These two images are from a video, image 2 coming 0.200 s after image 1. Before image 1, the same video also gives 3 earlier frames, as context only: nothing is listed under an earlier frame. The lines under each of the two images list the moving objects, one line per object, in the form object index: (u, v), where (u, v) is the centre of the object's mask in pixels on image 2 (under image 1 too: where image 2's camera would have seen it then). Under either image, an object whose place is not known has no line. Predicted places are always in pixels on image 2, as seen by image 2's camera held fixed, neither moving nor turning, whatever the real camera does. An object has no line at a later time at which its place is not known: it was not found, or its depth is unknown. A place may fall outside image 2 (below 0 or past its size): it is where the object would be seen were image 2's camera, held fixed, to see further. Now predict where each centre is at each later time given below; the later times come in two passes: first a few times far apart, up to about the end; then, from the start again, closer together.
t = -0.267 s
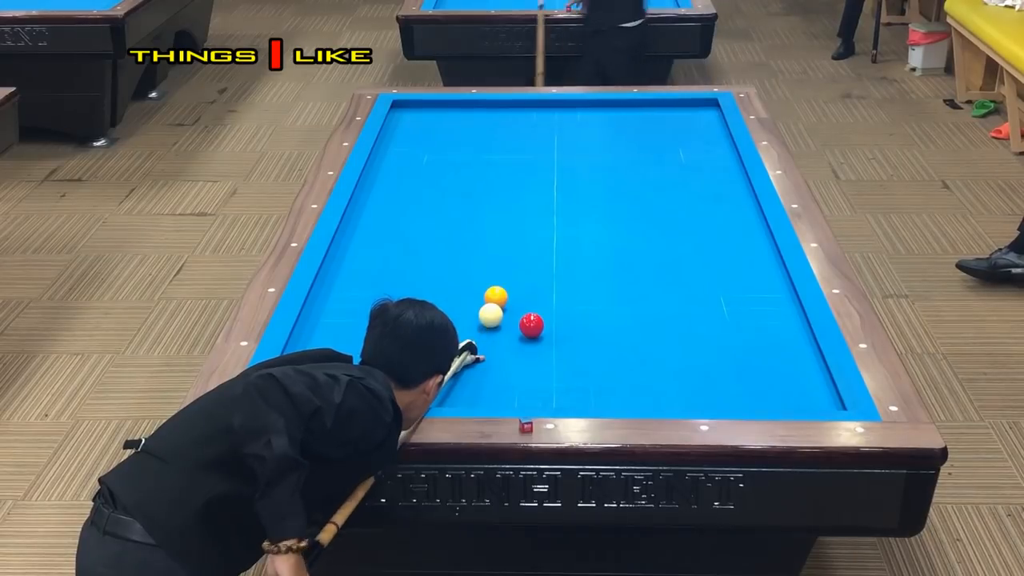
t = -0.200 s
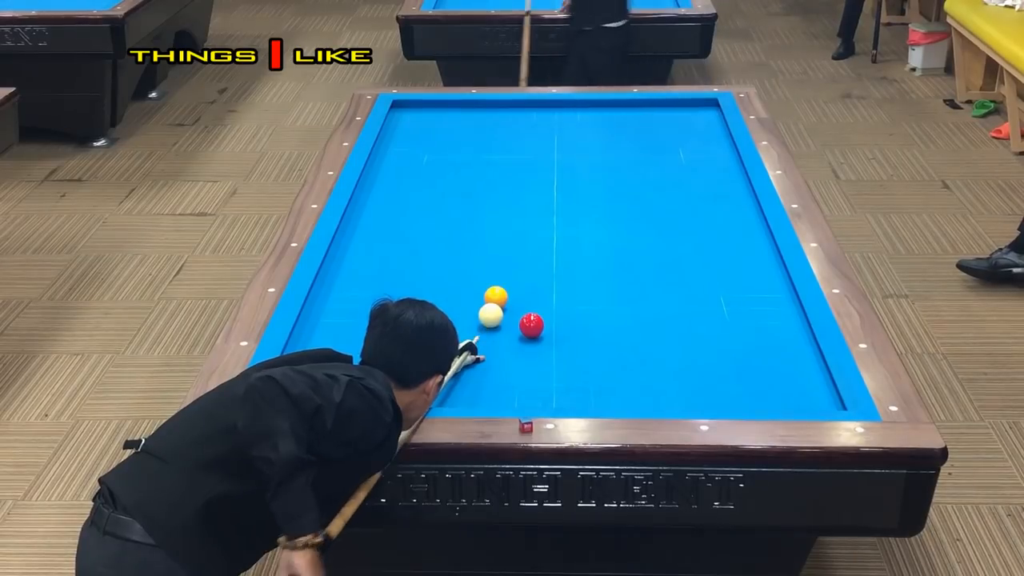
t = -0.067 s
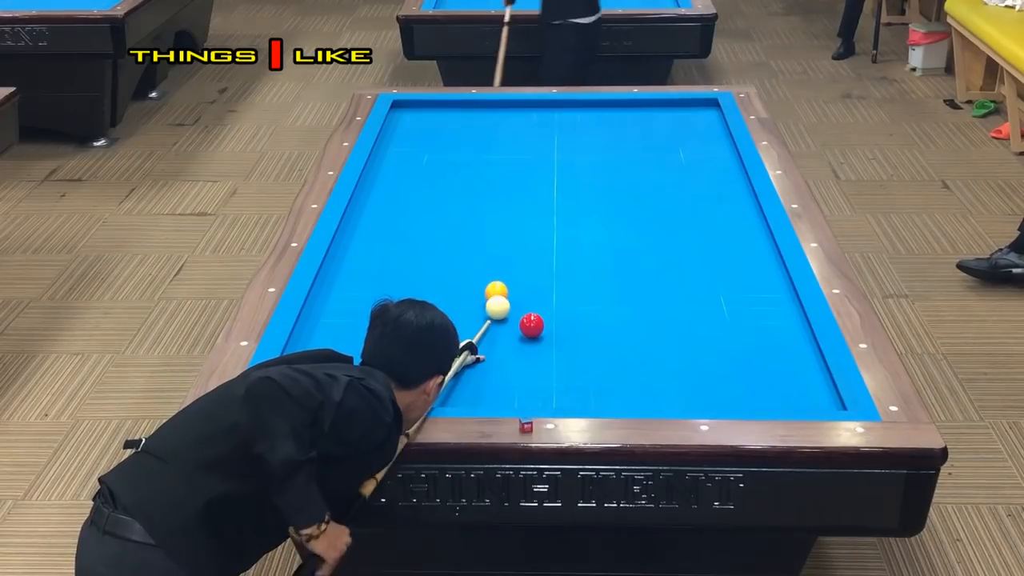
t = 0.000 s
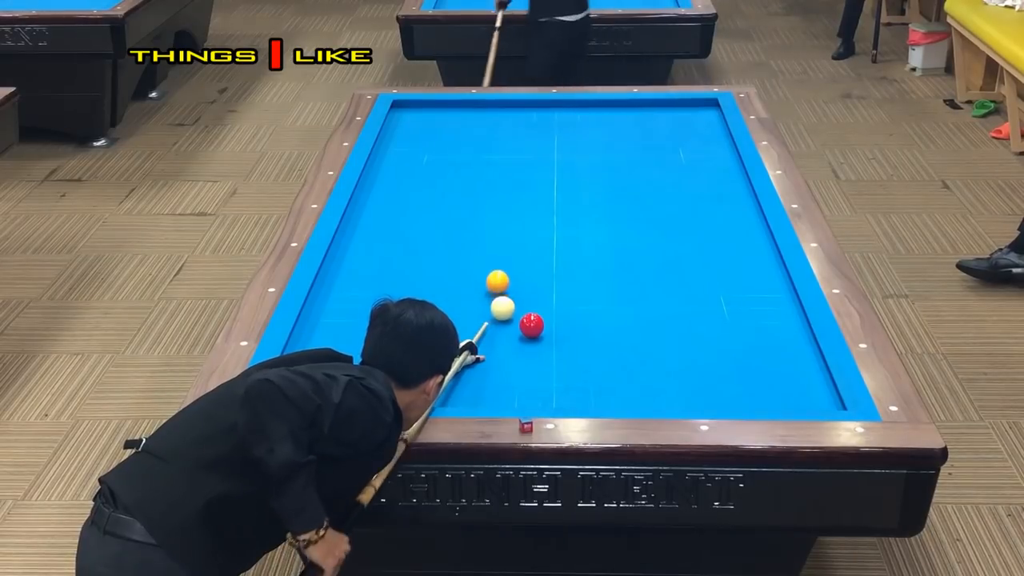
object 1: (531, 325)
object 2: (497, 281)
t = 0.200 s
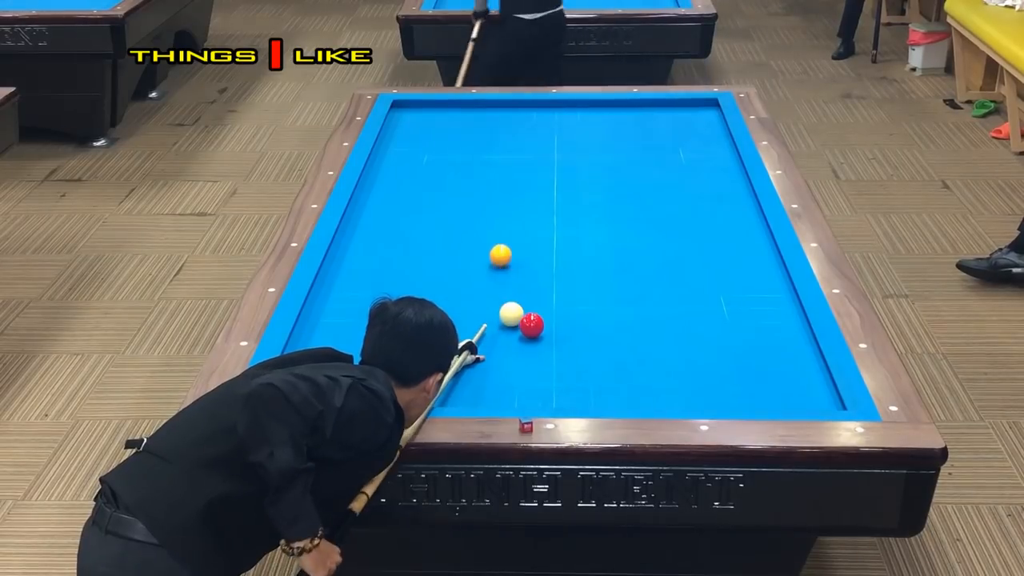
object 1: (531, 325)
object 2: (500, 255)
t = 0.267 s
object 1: (532, 325)
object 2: (501, 247)
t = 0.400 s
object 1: (535, 327)
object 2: (503, 232)
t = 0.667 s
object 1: (542, 331)
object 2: (506, 204)
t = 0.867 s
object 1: (547, 334)
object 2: (508, 186)
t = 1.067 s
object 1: (552, 337)
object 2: (510, 169)
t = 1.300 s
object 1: (557, 340)
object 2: (512, 150)
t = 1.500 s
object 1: (561, 342)
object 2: (514, 136)
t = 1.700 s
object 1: (563, 344)
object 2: (516, 123)
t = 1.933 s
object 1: (566, 346)
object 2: (518, 109)
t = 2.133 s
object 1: (568, 347)
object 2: (519, 107)
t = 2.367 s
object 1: (571, 348)
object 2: (519, 115)
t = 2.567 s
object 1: (571, 348)
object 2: (519, 122)
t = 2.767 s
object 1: (572, 348)
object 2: (519, 129)
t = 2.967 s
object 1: (572, 349)
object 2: (519, 136)
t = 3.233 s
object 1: (572, 348)
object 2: (520, 145)
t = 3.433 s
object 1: (572, 348)
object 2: (520, 153)
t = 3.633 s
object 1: (572, 349)
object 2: (520, 160)
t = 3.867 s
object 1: (572, 349)
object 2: (521, 168)
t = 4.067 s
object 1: (572, 348)
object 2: (521, 176)
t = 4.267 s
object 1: (572, 348)
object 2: (522, 183)
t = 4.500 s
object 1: (572, 348)
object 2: (522, 192)
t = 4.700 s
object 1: (572, 348)
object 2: (522, 200)
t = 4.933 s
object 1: (572, 348)
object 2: (523, 208)
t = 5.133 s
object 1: (572, 348)
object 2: (523, 216)
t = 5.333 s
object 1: (572, 348)
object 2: (524, 224)
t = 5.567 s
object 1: (572, 348)
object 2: (524, 233)
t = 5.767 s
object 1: (572, 349)
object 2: (525, 240)
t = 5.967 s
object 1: (572, 348)
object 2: (526, 247)
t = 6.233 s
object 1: (572, 348)
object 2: (527, 257)
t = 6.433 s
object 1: (572, 348)
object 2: (527, 265)
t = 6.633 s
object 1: (572, 348)
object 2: (528, 272)
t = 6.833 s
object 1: (572, 348)
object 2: (528, 279)
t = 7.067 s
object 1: (572, 348)
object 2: (529, 287)
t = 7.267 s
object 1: (572, 349)
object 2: (529, 294)
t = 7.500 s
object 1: (572, 349)
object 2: (530, 302)
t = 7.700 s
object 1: (572, 348)
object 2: (531, 308)
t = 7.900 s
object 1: (572, 349)
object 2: (533, 313)
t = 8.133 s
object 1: (572, 349)
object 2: (537, 317)
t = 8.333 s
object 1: (572, 349)
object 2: (542, 319)
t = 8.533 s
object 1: (572, 349)
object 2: (545, 321)
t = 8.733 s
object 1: (572, 349)
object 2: (549, 323)
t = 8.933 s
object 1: (572, 349)
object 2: (552, 325)
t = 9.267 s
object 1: (572, 348)
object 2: (555, 326)
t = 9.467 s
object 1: (572, 348)
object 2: (557, 327)
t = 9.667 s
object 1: (572, 348)
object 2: (558, 327)
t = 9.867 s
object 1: (572, 348)
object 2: (558, 327)
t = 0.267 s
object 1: (532, 325)
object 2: (501, 247)
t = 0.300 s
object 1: (532, 325)
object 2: (502, 244)
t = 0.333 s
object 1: (533, 326)
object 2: (502, 240)
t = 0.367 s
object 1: (534, 326)
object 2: (502, 236)
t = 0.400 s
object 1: (535, 327)
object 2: (503, 232)
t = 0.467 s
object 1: (537, 328)
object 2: (504, 225)
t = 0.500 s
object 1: (537, 329)
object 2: (504, 221)
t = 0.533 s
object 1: (538, 329)
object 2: (504, 218)
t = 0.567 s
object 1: (539, 329)
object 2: (505, 215)
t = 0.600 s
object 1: (540, 330)
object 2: (505, 211)
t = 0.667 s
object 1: (542, 331)
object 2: (506, 204)
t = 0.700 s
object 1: (543, 332)
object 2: (506, 201)
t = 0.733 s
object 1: (544, 332)
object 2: (507, 198)
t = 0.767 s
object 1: (545, 333)
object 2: (507, 195)
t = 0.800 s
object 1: (546, 333)
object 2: (507, 192)
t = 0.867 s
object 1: (547, 334)
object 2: (508, 186)
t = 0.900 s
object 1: (548, 335)
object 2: (508, 183)
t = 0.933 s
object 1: (549, 335)
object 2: (509, 180)
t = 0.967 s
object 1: (550, 336)
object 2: (509, 177)
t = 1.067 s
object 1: (552, 337)
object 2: (510, 169)
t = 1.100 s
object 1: (553, 338)
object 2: (510, 166)
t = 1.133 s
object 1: (553, 338)
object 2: (511, 163)
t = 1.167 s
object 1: (554, 338)
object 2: (511, 161)
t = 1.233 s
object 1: (556, 339)
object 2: (512, 155)
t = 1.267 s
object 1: (556, 340)
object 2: (512, 153)
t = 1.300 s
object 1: (557, 340)
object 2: (512, 150)
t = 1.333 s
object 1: (558, 340)
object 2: (513, 148)
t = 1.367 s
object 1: (558, 341)
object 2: (513, 145)
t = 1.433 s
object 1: (559, 341)
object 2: (514, 141)
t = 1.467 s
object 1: (560, 342)
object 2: (514, 138)
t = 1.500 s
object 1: (561, 342)
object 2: (514, 136)
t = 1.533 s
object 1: (561, 343)
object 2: (514, 134)
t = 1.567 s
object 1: (562, 343)
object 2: (515, 132)
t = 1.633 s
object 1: (563, 344)
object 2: (515, 127)
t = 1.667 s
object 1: (563, 344)
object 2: (516, 125)
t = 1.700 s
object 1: (563, 344)
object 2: (516, 123)
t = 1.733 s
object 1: (564, 345)
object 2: (516, 121)
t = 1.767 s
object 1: (564, 345)
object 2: (516, 119)
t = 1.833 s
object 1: (565, 345)
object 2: (517, 115)
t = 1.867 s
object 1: (566, 346)
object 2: (517, 113)
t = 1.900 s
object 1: (566, 346)
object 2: (517, 111)
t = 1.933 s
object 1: (566, 346)
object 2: (518, 109)
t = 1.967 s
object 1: (567, 346)
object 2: (518, 107)
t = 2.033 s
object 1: (568, 347)
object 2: (518, 103)
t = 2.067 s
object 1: (568, 347)
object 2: (518, 104)
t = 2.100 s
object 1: (568, 347)
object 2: (518, 105)
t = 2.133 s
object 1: (568, 347)
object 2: (519, 107)
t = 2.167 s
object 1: (569, 347)
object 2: (518, 108)
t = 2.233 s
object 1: (569, 348)
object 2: (519, 110)
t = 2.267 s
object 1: (570, 348)
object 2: (519, 111)
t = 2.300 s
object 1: (570, 348)
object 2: (519, 112)
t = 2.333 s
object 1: (570, 348)
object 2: (519, 113)
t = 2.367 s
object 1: (571, 348)
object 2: (519, 115)
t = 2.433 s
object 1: (571, 348)
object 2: (519, 117)
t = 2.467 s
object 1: (571, 348)
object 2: (519, 118)
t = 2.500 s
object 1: (571, 348)
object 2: (519, 119)
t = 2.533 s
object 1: (571, 348)
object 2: (519, 120)
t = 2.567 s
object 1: (571, 348)
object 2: (519, 122)
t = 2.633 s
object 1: (572, 349)
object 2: (519, 124)
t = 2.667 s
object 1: (572, 349)
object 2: (519, 125)
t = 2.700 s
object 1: (572, 349)
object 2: (519, 126)
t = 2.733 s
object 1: (572, 348)
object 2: (519, 127)
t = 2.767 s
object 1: (572, 348)
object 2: (519, 129)
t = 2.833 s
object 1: (572, 349)
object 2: (519, 131)
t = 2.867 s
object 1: (572, 349)
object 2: (519, 132)
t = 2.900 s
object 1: (572, 349)
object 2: (519, 133)
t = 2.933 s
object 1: (572, 349)
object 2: (519, 134)
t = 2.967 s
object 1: (572, 349)
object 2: (519, 136)
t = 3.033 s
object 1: (572, 348)
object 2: (519, 138)
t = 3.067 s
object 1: (572, 348)
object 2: (519, 139)
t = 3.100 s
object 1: (572, 348)
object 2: (519, 140)
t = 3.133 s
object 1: (572, 348)
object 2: (519, 142)
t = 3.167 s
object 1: (572, 349)
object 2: (519, 143)
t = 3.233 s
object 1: (572, 348)
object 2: (520, 145)
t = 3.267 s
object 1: (572, 348)
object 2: (520, 146)
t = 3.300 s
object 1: (572, 349)
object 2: (520, 148)
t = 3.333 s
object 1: (572, 348)
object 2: (520, 149)
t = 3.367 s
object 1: (572, 348)
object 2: (520, 150)
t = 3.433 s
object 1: (572, 348)
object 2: (520, 153)
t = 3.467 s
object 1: (572, 349)
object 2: (520, 154)
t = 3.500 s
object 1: (572, 349)
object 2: (520, 155)
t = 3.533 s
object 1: (572, 349)
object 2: (520, 156)
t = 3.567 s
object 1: (572, 349)
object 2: (520, 157)
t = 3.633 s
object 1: (572, 349)
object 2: (520, 160)
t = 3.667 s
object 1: (572, 349)
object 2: (520, 161)
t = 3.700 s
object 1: (572, 349)
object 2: (520, 162)
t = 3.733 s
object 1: (572, 349)
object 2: (521, 163)
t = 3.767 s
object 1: (572, 349)
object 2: (521, 165)
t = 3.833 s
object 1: (572, 349)
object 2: (521, 167)
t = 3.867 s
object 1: (572, 349)
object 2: (521, 168)
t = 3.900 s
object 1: (572, 349)
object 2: (521, 170)
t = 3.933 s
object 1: (572, 348)
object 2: (521, 171)
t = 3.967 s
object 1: (572, 348)
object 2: (521, 172)
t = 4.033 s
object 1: (572, 348)
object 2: (521, 174)
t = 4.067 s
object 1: (572, 348)
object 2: (521, 176)
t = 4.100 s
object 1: (572, 348)
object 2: (521, 177)
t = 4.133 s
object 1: (572, 348)
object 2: (521, 178)
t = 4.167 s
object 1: (572, 348)
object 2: (521, 179)
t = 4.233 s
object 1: (572, 348)
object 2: (522, 182)
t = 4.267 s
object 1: (572, 348)
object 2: (522, 183)
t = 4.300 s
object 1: (572, 349)
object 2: (522, 184)
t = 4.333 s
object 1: (572, 349)
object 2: (522, 186)
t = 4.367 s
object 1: (572, 349)
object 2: (522, 187)
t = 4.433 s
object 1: (572, 348)
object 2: (522, 189)
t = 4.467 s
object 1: (572, 348)
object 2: (522, 191)
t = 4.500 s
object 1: (572, 348)
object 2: (522, 192)
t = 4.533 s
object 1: (572, 348)
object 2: (522, 193)
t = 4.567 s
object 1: (572, 348)
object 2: (522, 194)
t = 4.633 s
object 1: (572, 348)
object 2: (522, 197)
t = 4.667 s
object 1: (572, 348)
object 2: (522, 198)
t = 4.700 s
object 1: (572, 348)
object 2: (522, 200)
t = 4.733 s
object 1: (572, 348)
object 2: (522, 201)
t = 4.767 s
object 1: (572, 348)
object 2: (522, 202)
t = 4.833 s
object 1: (572, 348)
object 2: (522, 204)
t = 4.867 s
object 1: (572, 348)
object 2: (523, 206)
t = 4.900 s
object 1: (572, 348)
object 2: (523, 207)
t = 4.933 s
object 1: (572, 348)
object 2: (523, 208)
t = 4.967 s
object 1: (572, 348)
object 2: (523, 210)
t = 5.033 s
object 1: (572, 348)
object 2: (523, 212)
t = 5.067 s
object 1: (572, 348)
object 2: (523, 213)
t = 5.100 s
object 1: (572, 348)
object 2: (523, 215)
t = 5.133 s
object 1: (572, 348)
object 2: (523, 216)
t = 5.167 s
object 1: (572, 348)
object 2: (523, 217)
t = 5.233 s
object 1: (572, 348)
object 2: (523, 220)
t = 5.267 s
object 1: (572, 348)
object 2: (523, 221)
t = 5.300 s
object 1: (572, 348)
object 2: (524, 222)
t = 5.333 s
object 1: (572, 348)
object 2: (524, 224)
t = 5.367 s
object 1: (572, 348)
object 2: (524, 225)
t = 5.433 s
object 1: (572, 348)
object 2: (524, 227)
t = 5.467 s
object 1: (572, 348)
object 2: (524, 229)
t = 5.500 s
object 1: (572, 348)
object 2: (524, 230)
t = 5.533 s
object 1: (572, 348)
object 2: (524, 231)
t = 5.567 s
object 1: (572, 348)
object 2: (524, 233)
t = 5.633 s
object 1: (572, 348)
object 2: (525, 235)
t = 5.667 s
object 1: (572, 348)
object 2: (525, 236)
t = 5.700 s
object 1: (572, 348)
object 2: (525, 238)
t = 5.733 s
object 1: (572, 349)
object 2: (525, 239)
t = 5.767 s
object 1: (572, 349)
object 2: (525, 240)
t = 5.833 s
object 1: (572, 349)
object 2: (525, 243)
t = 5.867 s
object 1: (572, 348)
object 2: (525, 244)
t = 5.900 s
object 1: (572, 348)
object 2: (526, 245)
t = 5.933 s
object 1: (572, 348)
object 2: (526, 246)
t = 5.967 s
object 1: (572, 348)
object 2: (526, 247)
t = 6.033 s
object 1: (572, 348)
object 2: (526, 250)
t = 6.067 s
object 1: (572, 348)
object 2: (526, 251)
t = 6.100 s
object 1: (572, 348)
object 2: (526, 253)
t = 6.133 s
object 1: (572, 348)
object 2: (526, 254)
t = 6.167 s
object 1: (572, 348)
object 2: (526, 255)
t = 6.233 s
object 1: (572, 348)
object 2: (527, 257)
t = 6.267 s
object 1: (572, 348)
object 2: (527, 259)
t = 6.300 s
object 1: (572, 348)
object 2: (527, 260)
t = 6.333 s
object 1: (572, 348)
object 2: (527, 261)
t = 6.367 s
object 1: (572, 348)
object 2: (527, 262)
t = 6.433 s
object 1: (572, 348)
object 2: (527, 265)
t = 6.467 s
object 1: (572, 348)
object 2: (527, 266)
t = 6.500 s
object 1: (572, 348)
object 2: (527, 267)
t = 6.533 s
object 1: (572, 348)
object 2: (527, 268)
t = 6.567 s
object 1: (572, 348)
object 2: (527, 270)
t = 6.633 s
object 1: (572, 348)
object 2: (528, 272)
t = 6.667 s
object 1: (572, 348)
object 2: (528, 273)
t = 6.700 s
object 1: (572, 348)
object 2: (528, 274)
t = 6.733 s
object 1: (572, 348)
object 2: (528, 276)
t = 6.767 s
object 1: (572, 348)
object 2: (528, 277)
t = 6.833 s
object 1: (572, 348)
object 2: (528, 279)
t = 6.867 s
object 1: (572, 348)
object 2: (528, 280)
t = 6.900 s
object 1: (572, 349)
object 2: (528, 282)
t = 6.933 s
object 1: (572, 348)
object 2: (528, 283)
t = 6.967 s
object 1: (572, 348)
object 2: (528, 284)
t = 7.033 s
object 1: (572, 348)
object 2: (528, 286)
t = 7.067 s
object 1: (572, 348)
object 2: (529, 287)
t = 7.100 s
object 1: (572, 349)
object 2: (529, 289)
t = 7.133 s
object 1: (572, 349)
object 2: (529, 290)
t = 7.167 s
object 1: (572, 349)
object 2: (529, 291)
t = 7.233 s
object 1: (572, 349)
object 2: (529, 293)
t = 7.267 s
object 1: (572, 349)
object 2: (529, 294)
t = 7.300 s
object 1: (572, 349)
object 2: (529, 296)
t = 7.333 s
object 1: (572, 348)
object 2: (529, 297)
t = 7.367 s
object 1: (572, 349)
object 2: (529, 298)
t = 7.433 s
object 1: (572, 349)
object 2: (529, 300)
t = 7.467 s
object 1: (572, 349)
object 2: (529, 301)
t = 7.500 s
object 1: (572, 349)
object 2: (530, 302)
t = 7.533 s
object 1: (572, 349)
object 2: (530, 303)
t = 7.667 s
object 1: (572, 349)
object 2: (531, 307)
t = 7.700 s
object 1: (572, 348)
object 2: (531, 308)
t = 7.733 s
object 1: (572, 348)
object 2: (531, 309)
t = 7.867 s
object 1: (572, 349)
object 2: (533, 313)
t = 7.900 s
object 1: (572, 349)
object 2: (533, 313)
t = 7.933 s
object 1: (572, 349)
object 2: (534, 314)
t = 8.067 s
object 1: (572, 348)
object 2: (536, 316)
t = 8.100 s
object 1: (572, 349)
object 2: (537, 317)
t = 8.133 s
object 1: (572, 349)
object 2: (537, 317)
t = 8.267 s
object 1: (572, 349)
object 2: (540, 319)
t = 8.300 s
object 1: (572, 349)
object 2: (541, 319)
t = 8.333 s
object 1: (572, 349)
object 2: (542, 319)
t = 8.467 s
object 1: (572, 349)
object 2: (544, 320)
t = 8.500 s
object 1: (572, 349)
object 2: (545, 321)
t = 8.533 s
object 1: (572, 349)
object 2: (545, 321)
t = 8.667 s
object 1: (572, 349)
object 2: (548, 322)
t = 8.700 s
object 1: (572, 349)
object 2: (548, 323)
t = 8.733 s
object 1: (572, 349)
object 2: (549, 323)
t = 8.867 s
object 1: (572, 349)
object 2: (551, 324)
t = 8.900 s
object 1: (572, 349)
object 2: (551, 324)
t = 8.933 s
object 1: (572, 349)
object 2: (552, 325)
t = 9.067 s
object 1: (572, 349)
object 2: (553, 325)
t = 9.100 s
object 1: (572, 349)
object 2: (554, 326)
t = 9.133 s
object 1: (572, 349)
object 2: (554, 326)
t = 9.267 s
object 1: (572, 348)
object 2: (555, 326)
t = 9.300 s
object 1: (572, 348)
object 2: (556, 326)
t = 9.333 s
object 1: (572, 348)
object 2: (556, 326)
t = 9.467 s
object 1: (572, 348)
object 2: (557, 327)
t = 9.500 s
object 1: (572, 348)
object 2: (557, 327)
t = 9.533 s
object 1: (572, 348)
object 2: (557, 327)
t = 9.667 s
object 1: (572, 348)
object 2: (558, 327)
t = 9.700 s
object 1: (572, 348)
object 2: (558, 327)
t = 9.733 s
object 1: (572, 348)
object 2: (558, 327)
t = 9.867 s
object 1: (572, 348)
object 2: (558, 327)
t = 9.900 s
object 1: (572, 348)
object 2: (558, 327)
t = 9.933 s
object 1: (572, 348)
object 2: (558, 327)
